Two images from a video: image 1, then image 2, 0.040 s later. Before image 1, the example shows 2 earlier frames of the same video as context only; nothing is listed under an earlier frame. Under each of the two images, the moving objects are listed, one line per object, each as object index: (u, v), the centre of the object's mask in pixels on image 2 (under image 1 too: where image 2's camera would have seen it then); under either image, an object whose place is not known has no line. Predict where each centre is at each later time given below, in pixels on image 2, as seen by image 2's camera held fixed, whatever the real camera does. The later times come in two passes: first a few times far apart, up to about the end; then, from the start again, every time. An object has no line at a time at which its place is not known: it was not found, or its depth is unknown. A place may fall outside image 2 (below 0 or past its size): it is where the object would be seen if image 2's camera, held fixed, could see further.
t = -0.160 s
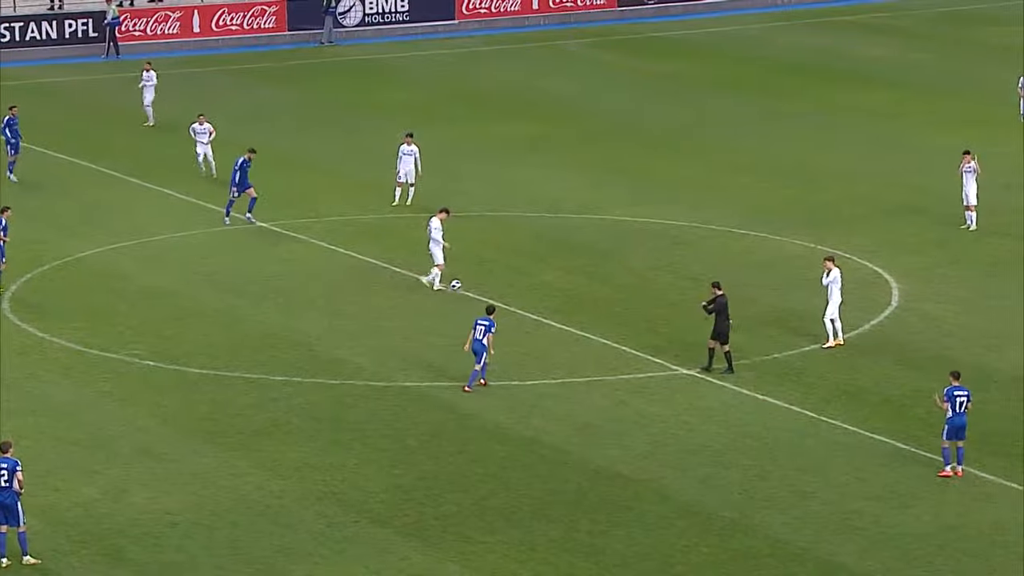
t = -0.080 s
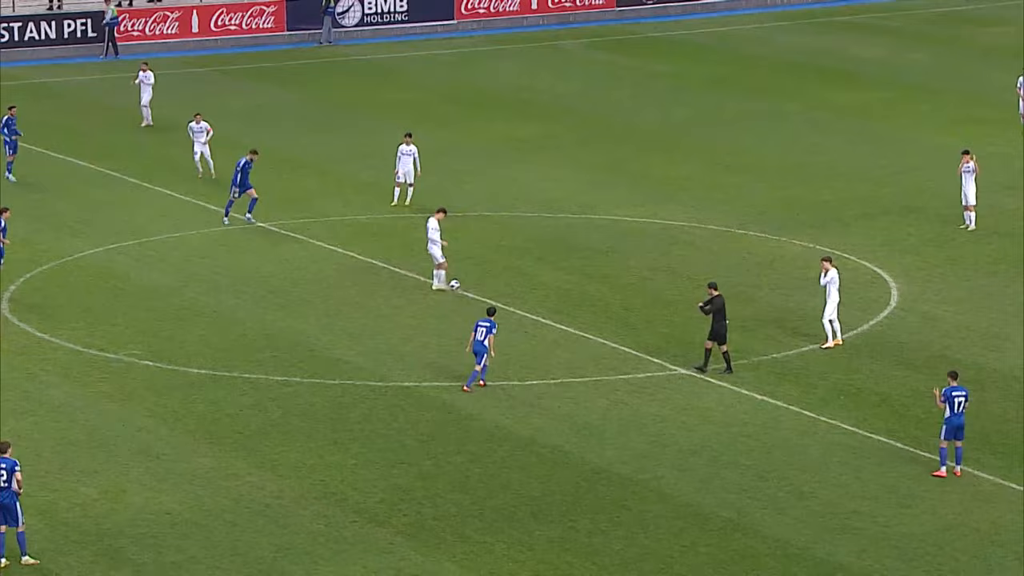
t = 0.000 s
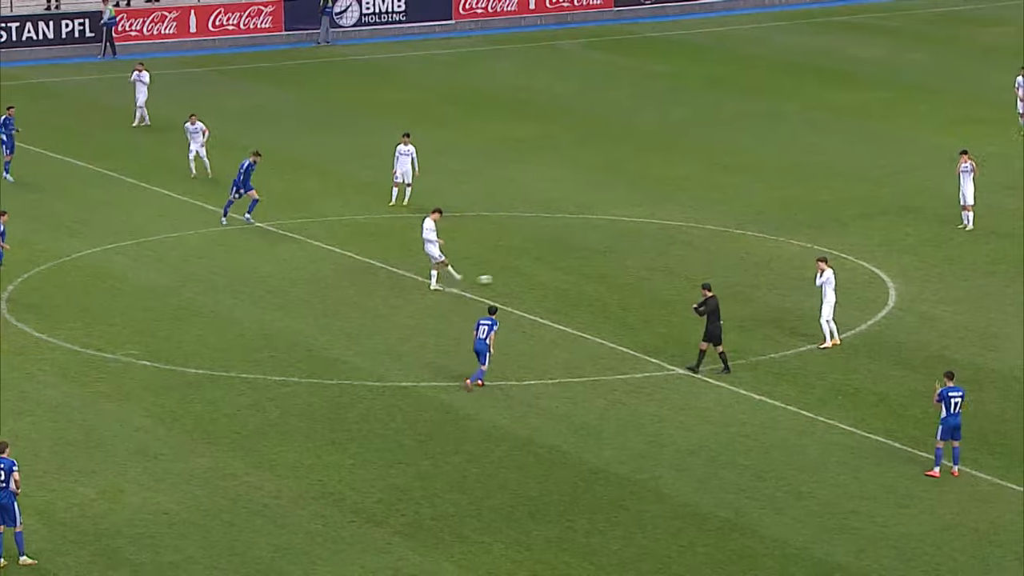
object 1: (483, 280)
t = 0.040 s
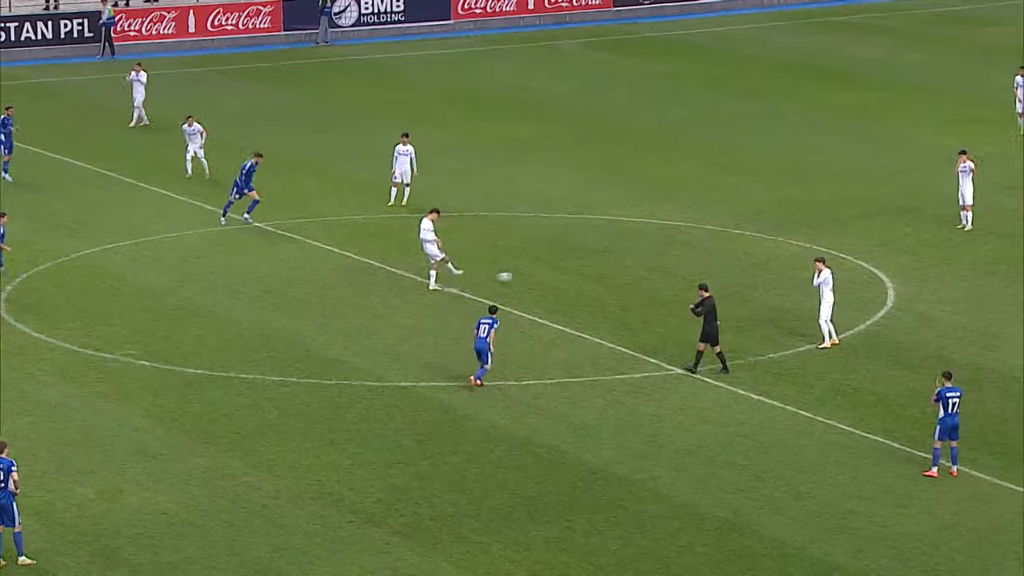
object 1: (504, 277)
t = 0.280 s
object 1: (618, 266)
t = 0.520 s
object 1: (730, 257)
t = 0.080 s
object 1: (525, 275)
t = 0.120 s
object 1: (545, 275)
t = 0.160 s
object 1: (564, 273)
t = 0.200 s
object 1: (583, 270)
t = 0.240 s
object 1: (600, 268)
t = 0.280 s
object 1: (618, 266)
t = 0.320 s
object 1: (636, 265)
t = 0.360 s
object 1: (654, 265)
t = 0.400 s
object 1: (670, 263)
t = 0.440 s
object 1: (685, 260)
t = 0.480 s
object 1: (701, 258)
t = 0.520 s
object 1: (730, 257)
